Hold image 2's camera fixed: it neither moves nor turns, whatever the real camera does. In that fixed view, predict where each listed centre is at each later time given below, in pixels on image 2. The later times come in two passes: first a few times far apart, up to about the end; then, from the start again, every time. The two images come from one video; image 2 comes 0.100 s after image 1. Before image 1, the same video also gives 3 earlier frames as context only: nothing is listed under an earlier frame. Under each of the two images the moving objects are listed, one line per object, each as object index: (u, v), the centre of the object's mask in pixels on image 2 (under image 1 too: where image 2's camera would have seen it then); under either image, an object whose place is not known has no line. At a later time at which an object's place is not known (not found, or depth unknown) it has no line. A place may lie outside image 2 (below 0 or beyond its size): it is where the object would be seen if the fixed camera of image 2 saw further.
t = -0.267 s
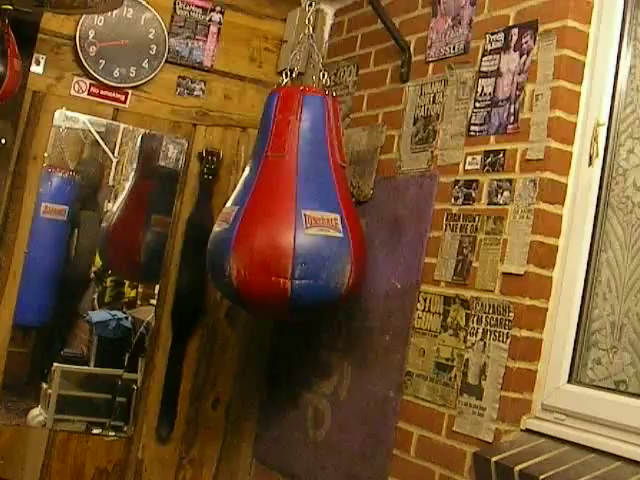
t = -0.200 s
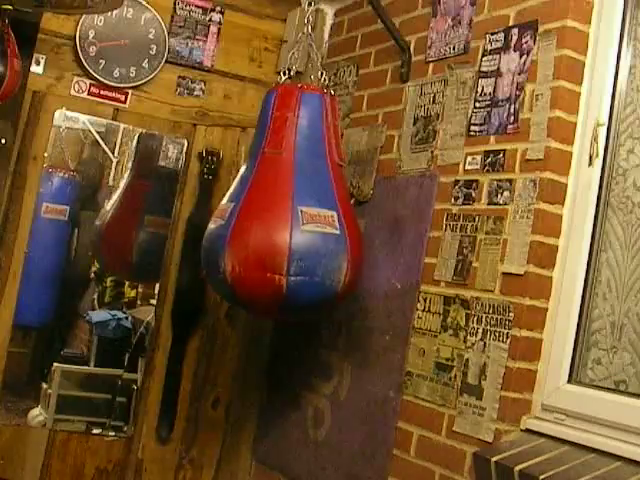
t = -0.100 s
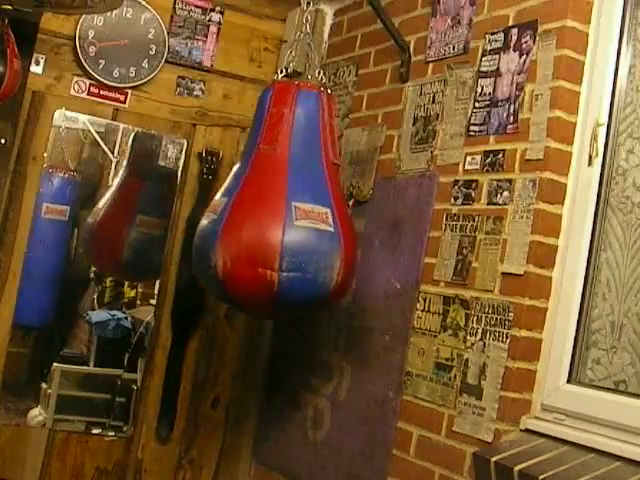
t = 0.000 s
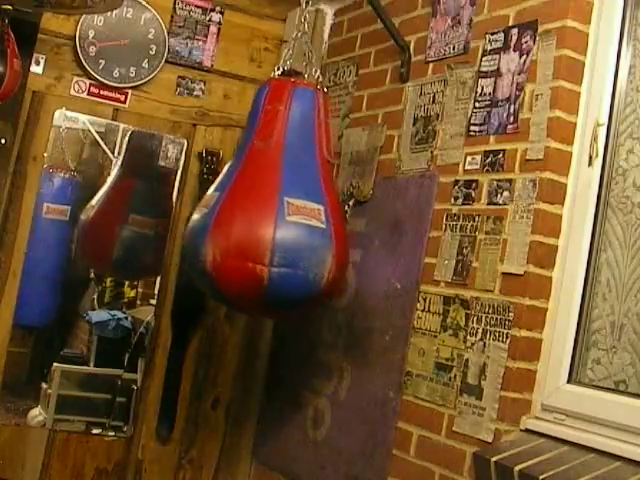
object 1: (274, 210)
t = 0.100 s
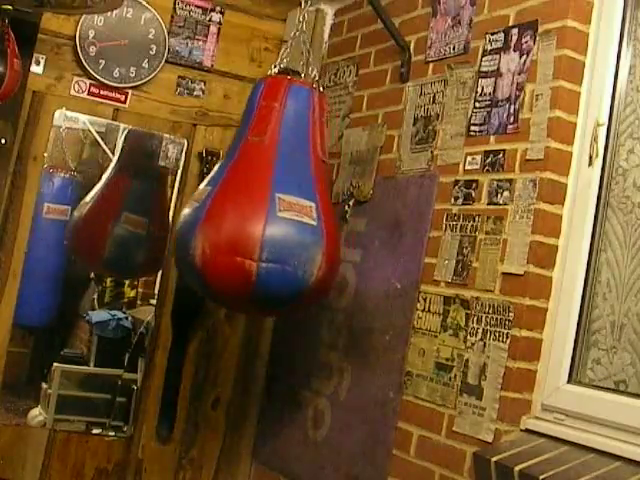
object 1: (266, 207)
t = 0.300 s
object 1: (250, 204)
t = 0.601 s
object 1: (243, 205)
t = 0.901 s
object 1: (260, 209)
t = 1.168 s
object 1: (281, 212)
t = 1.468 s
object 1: (291, 214)
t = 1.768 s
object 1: (279, 211)
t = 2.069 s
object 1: (255, 205)
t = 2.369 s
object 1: (243, 204)
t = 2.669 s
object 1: (253, 208)
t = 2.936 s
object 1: (275, 211)
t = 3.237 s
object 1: (290, 214)
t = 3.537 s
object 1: (284, 212)
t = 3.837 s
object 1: (261, 207)
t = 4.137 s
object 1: (244, 204)
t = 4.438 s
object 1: (249, 208)
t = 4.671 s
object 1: (266, 211)
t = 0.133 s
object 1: (262, 207)
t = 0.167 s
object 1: (260, 206)
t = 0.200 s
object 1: (257, 206)
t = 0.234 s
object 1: (254, 205)
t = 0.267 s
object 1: (252, 205)
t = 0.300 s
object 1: (250, 204)
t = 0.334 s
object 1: (248, 204)
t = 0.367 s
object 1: (246, 204)
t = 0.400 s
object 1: (245, 204)
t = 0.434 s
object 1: (244, 204)
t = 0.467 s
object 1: (243, 204)
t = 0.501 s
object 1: (243, 204)
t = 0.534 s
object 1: (242, 204)
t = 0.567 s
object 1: (243, 204)
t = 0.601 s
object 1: (243, 205)
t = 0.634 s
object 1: (244, 205)
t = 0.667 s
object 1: (245, 206)
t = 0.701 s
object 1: (246, 206)
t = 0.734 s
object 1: (248, 207)
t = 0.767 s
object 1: (250, 207)
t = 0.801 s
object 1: (252, 208)
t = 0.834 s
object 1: (254, 209)
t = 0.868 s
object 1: (257, 209)
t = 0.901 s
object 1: (260, 209)
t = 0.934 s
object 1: (262, 210)
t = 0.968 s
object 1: (265, 210)
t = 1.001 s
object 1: (268, 210)
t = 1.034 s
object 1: (270, 211)
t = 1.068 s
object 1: (273, 211)
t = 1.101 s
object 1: (276, 212)
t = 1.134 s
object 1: (278, 212)
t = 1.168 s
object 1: (281, 212)
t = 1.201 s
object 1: (283, 211)
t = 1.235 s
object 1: (285, 213)
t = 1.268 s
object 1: (286, 214)
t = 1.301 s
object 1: (288, 213)
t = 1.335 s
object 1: (289, 214)
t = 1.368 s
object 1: (290, 214)
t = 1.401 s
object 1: (291, 214)
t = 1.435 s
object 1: (291, 214)
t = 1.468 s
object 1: (291, 214)
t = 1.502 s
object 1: (291, 213)
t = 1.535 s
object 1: (290, 213)
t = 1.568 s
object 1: (290, 213)
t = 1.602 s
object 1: (288, 212)
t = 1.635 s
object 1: (287, 213)
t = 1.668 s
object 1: (285, 212)
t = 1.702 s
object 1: (284, 212)
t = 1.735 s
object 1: (282, 212)
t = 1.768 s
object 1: (279, 211)
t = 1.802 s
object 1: (277, 211)
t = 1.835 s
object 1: (274, 210)
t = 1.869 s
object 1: (271, 209)
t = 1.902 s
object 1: (269, 209)
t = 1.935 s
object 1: (266, 208)
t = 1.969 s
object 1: (263, 207)
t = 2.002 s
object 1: (260, 207)
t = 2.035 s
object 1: (257, 206)
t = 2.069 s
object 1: (255, 205)
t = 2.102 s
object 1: (252, 205)
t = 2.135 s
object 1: (250, 204)
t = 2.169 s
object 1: (248, 204)
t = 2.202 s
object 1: (246, 204)
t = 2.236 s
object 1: (245, 204)
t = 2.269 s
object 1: (244, 204)
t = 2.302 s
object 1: (243, 204)
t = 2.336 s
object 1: (243, 204)
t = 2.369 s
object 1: (243, 204)
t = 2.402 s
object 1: (243, 204)
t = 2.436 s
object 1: (243, 205)
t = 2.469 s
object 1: (244, 205)
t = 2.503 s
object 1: (245, 206)
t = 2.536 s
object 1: (246, 206)
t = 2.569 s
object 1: (248, 207)
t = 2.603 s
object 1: (250, 207)
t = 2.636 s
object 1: (251, 208)
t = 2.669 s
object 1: (253, 208)
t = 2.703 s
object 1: (256, 209)
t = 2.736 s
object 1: (259, 210)
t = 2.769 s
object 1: (261, 210)
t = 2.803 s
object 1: (264, 210)
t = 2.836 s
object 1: (267, 210)
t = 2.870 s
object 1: (269, 211)
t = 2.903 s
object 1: (272, 210)
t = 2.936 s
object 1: (275, 211)
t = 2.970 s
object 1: (278, 211)
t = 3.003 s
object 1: (280, 211)
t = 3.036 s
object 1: (282, 211)
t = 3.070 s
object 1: (284, 212)
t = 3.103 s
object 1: (286, 212)
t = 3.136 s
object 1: (287, 213)
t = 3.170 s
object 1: (288, 213)
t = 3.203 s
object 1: (290, 214)
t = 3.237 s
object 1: (290, 214)
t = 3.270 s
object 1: (291, 214)
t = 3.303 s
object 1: (291, 214)
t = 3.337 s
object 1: (291, 213)
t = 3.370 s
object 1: (290, 213)
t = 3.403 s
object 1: (290, 213)
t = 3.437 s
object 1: (289, 213)
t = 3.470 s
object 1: (287, 213)
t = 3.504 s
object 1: (286, 212)
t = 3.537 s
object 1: (284, 212)
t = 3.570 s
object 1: (282, 212)
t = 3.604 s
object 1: (280, 211)
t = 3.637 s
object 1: (278, 211)
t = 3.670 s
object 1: (275, 211)
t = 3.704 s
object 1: (272, 210)
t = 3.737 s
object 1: (269, 209)
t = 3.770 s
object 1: (266, 208)
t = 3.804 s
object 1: (264, 207)
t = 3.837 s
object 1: (261, 207)
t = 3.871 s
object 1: (258, 206)
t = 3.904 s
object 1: (256, 206)
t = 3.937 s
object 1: (253, 205)
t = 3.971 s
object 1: (251, 205)
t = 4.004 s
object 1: (249, 204)
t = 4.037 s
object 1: (247, 204)
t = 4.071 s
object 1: (246, 204)
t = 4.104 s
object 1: (245, 204)
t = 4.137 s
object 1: (244, 204)
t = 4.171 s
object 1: (243, 204)
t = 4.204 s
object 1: (243, 204)
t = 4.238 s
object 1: (243, 205)
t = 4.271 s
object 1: (243, 205)
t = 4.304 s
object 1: (244, 205)
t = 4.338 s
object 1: (245, 206)
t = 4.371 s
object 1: (246, 206)
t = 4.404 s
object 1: (247, 207)
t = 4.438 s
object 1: (249, 208)
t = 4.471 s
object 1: (251, 208)
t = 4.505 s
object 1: (253, 208)
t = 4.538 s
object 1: (255, 208)
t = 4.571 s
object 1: (258, 209)
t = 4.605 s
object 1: (260, 210)
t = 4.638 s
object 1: (263, 210)
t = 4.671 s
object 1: (266, 211)
